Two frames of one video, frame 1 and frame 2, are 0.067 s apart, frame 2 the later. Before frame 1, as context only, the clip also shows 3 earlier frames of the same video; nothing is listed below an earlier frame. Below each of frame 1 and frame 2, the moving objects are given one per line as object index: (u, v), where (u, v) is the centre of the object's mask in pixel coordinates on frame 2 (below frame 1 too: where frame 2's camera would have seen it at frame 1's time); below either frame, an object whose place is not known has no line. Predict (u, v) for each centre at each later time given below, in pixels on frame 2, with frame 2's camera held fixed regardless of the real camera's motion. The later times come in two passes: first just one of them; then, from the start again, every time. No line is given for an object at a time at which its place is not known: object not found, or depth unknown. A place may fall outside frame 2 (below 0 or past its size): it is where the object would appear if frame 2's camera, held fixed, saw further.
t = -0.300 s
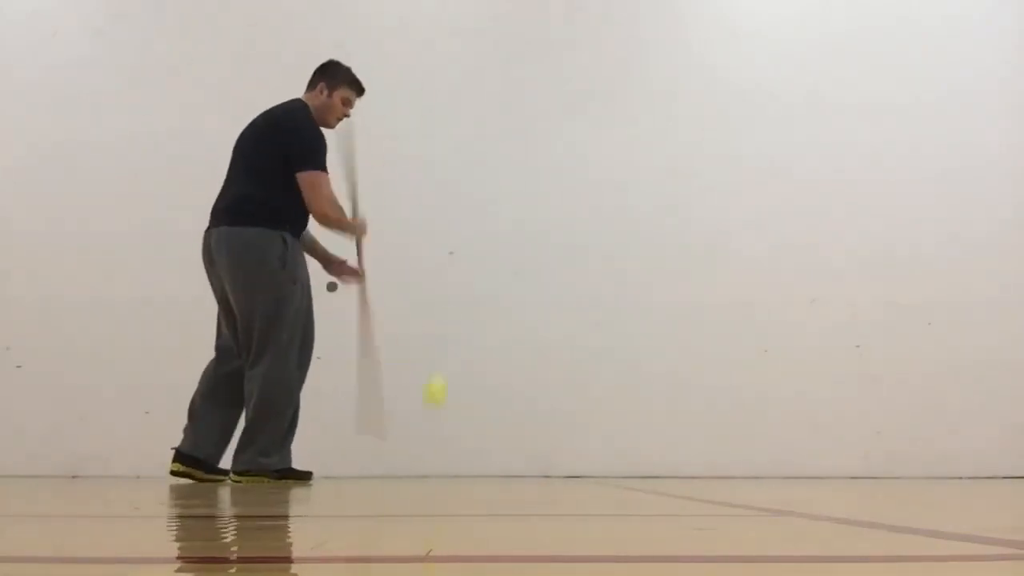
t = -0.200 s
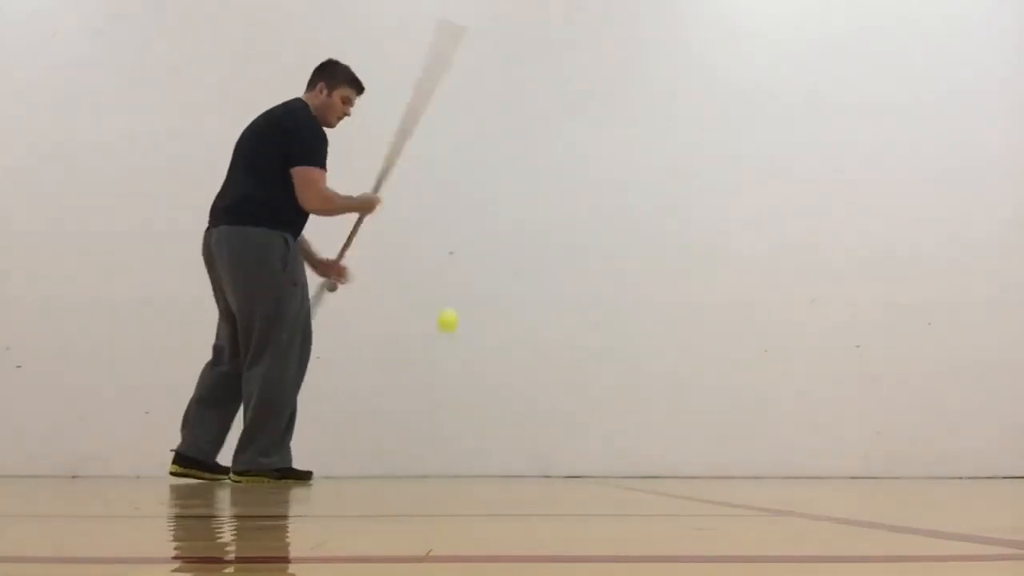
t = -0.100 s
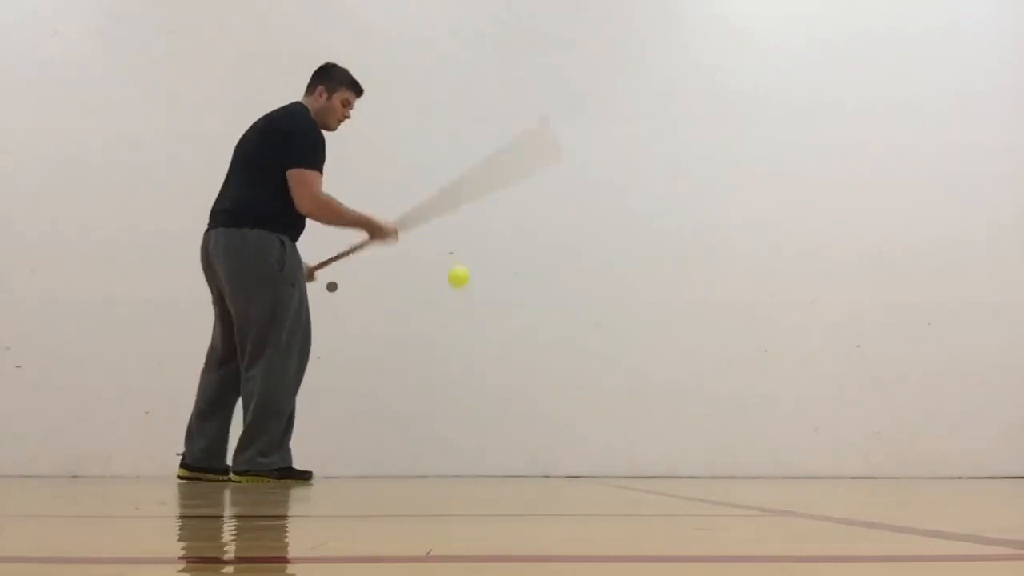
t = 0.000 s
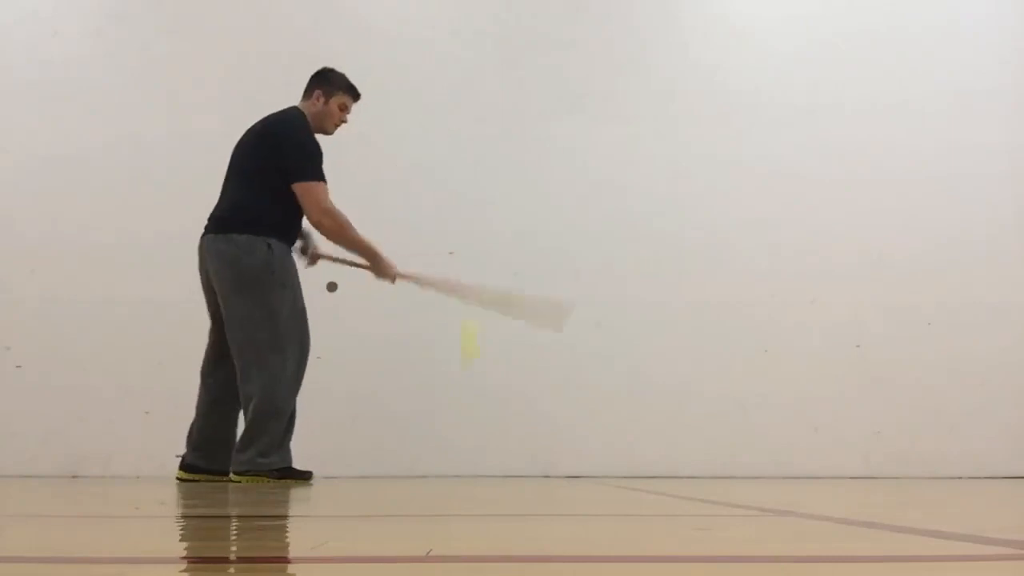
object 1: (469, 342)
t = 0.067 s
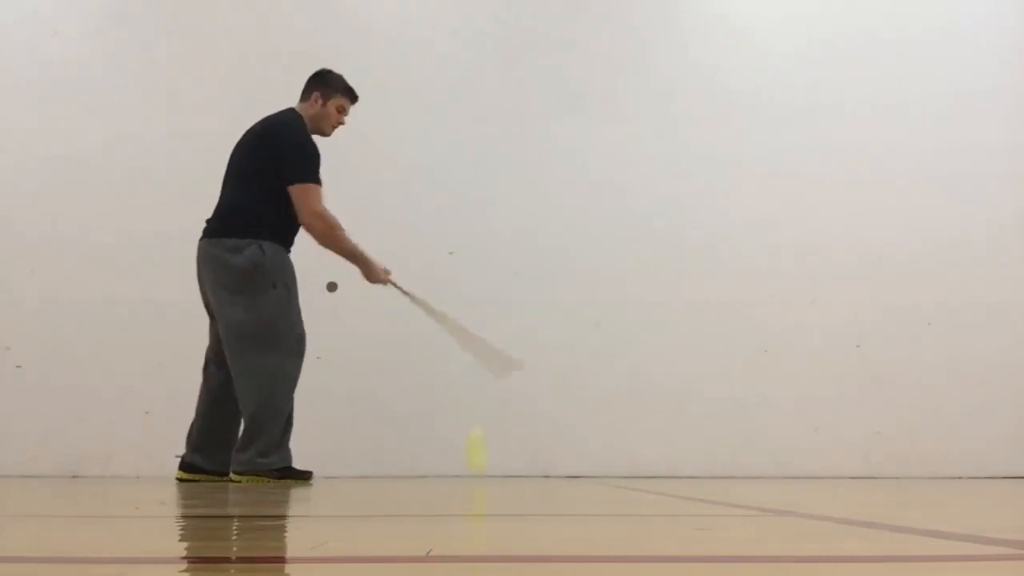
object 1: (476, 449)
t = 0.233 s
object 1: (488, 334)
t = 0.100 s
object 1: (479, 445)
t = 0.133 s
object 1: (481, 411)
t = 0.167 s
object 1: (483, 383)
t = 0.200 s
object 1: (485, 357)
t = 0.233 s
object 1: (488, 334)
